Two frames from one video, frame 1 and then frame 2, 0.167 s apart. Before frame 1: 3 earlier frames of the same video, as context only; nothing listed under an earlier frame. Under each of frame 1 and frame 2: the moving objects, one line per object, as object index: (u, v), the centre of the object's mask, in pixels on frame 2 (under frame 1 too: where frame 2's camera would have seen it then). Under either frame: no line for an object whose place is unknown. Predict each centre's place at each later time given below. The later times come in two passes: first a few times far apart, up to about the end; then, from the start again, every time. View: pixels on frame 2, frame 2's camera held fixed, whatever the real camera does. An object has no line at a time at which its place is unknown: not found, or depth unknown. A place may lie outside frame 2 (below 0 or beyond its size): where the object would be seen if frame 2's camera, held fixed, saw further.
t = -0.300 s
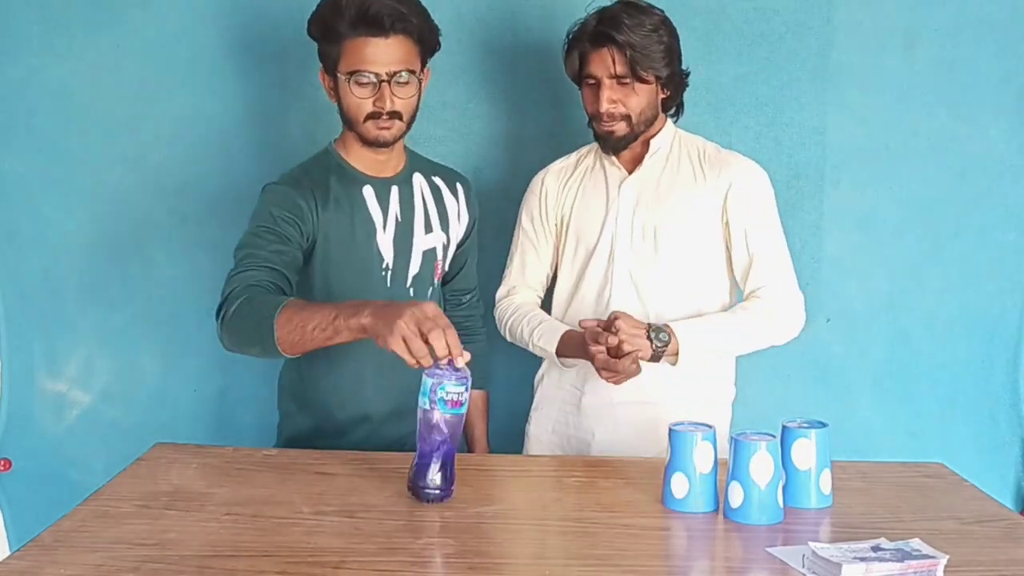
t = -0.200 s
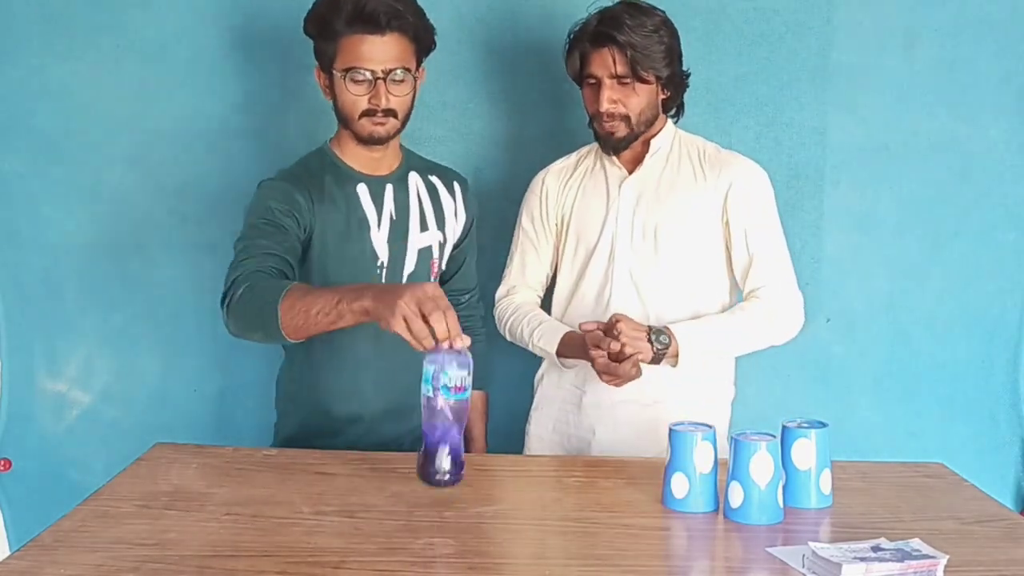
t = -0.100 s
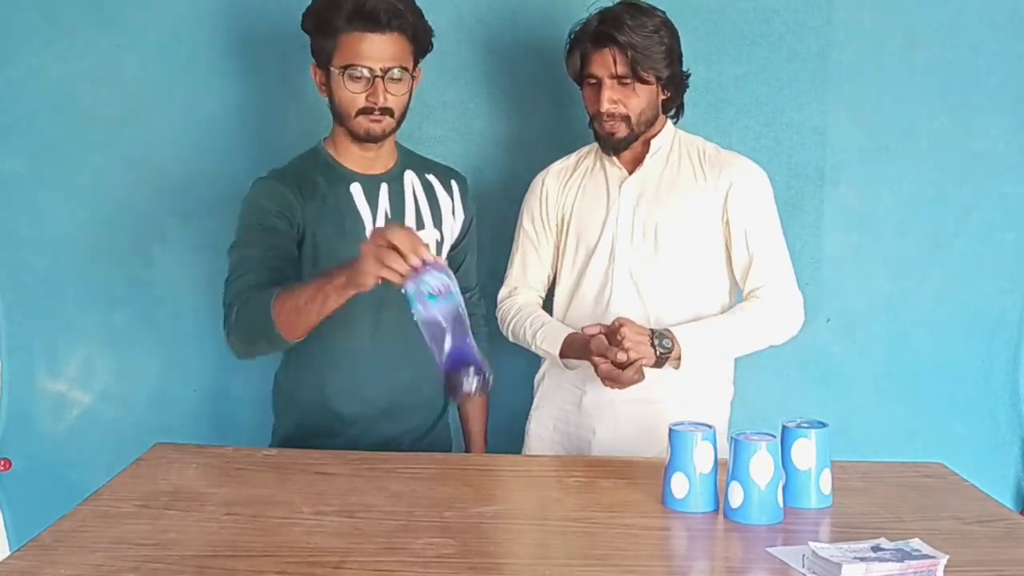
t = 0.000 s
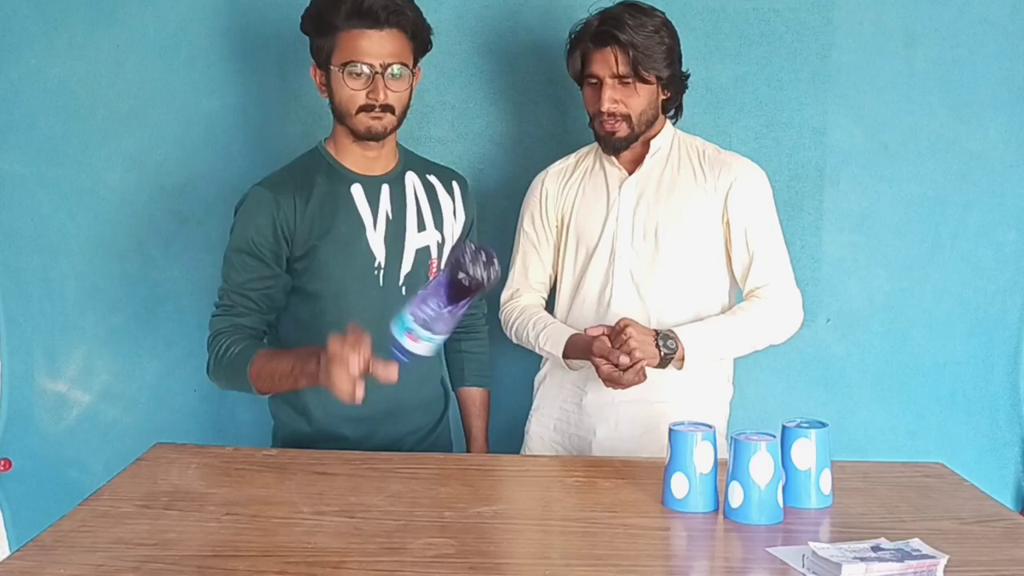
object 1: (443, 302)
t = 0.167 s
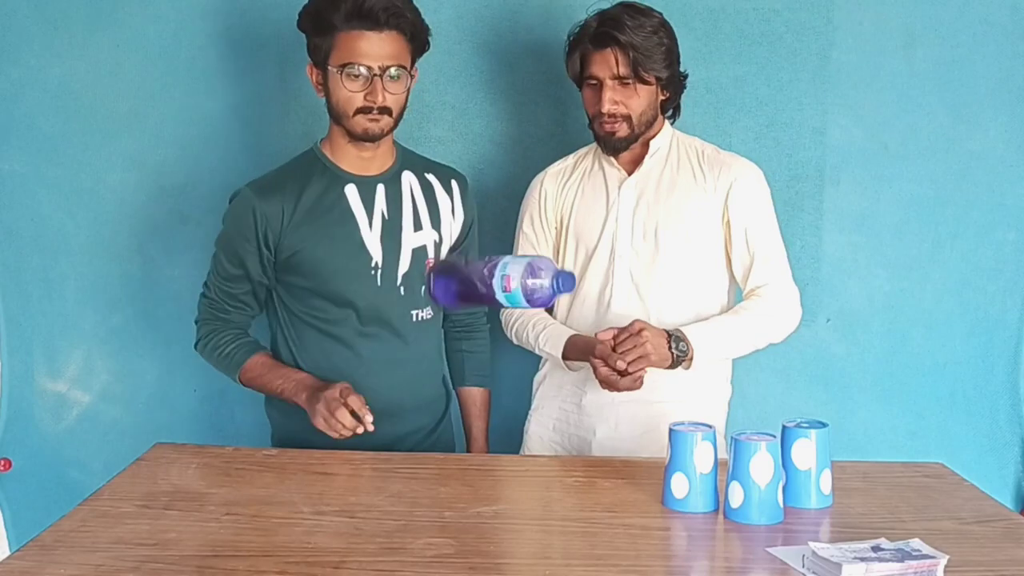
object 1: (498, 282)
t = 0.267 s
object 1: (487, 367)
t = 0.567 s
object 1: (411, 475)
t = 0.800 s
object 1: (416, 479)
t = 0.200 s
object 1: (495, 297)
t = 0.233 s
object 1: (491, 325)
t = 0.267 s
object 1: (487, 367)
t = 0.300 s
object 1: (481, 420)
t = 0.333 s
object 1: (475, 447)
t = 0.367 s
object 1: (465, 445)
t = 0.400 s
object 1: (454, 443)
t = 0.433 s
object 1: (445, 442)
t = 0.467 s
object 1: (435, 444)
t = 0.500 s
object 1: (427, 449)
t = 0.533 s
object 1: (418, 459)
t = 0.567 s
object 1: (411, 475)
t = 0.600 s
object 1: (409, 479)
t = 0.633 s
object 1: (409, 481)
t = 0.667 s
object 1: (410, 481)
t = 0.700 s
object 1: (411, 480)
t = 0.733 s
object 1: (413, 480)
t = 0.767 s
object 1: (415, 480)
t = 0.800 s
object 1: (416, 479)
